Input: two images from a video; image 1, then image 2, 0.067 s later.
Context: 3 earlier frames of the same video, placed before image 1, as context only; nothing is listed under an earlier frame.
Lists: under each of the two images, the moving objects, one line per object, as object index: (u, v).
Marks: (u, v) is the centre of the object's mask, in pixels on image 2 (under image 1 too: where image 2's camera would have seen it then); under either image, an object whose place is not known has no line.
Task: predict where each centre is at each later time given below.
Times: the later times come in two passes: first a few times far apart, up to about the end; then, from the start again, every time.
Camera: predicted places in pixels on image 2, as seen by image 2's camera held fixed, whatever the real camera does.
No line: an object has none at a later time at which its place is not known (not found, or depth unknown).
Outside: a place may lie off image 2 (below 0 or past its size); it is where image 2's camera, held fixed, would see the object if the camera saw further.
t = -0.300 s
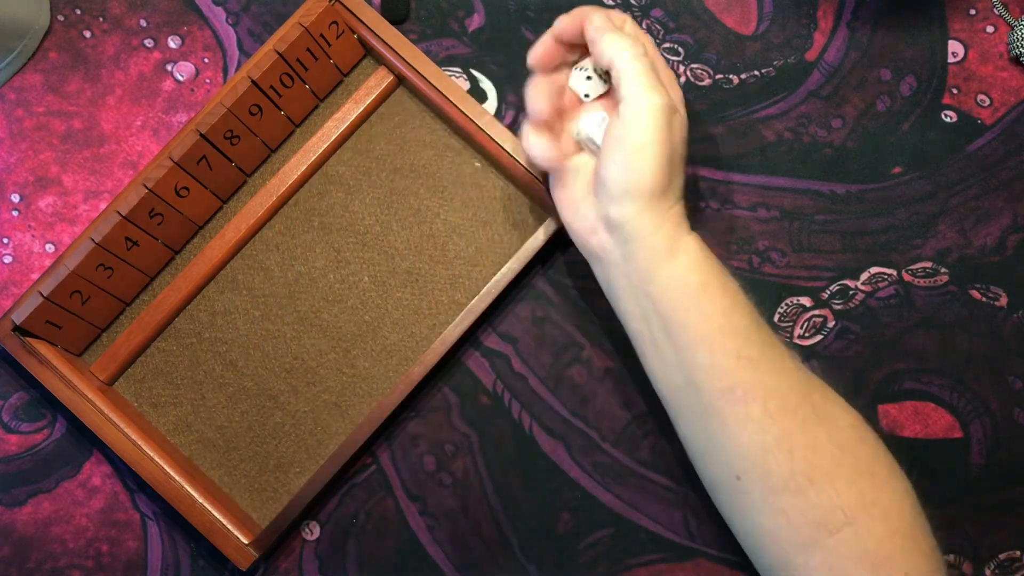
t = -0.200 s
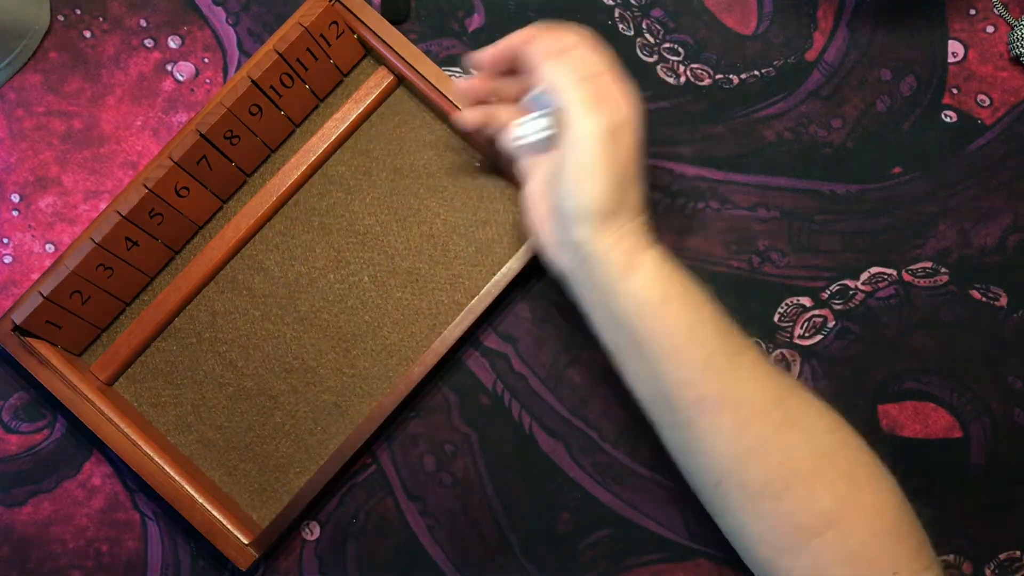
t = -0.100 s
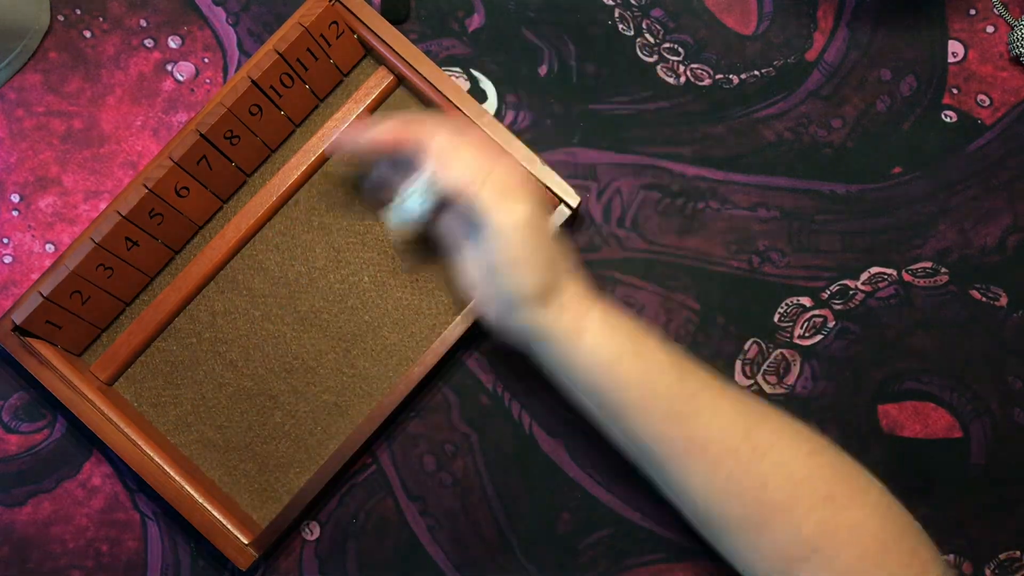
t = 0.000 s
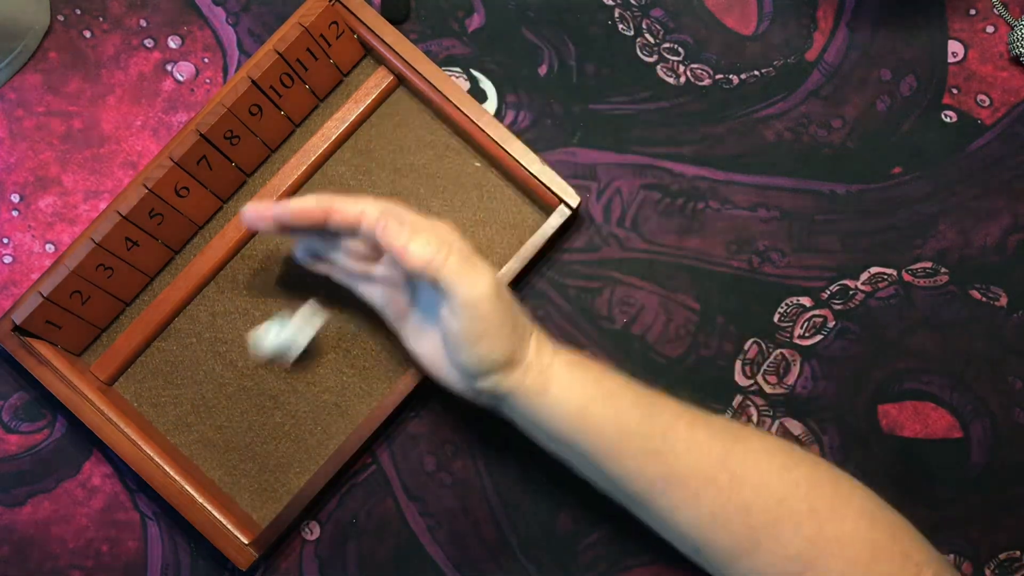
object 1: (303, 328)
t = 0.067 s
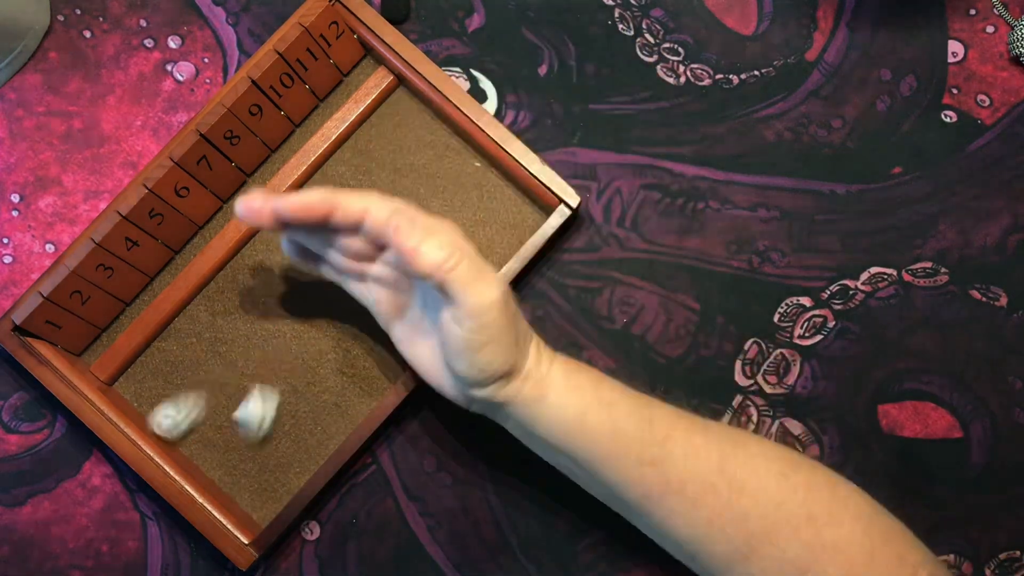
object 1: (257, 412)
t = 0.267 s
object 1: (265, 476)
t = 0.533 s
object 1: (258, 444)
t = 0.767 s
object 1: (258, 444)
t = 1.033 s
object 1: (258, 443)
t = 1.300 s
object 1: (258, 444)
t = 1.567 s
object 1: (258, 444)
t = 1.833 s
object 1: (258, 443)
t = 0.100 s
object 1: (242, 448)
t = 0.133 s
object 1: (238, 480)
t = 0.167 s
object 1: (252, 489)
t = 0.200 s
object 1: (267, 496)
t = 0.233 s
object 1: (268, 488)
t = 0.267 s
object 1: (265, 476)
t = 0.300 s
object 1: (266, 463)
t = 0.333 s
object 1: (267, 458)
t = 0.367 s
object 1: (266, 451)
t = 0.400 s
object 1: (263, 445)
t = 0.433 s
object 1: (260, 444)
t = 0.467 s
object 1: (258, 443)
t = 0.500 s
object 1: (258, 444)
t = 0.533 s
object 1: (258, 444)
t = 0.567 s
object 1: (258, 444)
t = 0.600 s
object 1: (258, 444)
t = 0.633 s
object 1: (258, 444)
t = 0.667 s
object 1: (258, 444)
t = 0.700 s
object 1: (258, 444)
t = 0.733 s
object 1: (258, 444)
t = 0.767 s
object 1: (258, 444)
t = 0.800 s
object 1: (258, 444)
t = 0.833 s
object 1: (258, 444)
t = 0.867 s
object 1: (258, 443)
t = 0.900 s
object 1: (258, 443)
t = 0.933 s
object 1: (258, 444)
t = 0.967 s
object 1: (258, 444)
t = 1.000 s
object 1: (258, 444)
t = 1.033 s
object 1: (258, 443)
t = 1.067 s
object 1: (258, 444)
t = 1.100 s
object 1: (258, 444)
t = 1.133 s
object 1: (258, 444)
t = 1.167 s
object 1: (258, 444)
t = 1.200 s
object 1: (258, 444)
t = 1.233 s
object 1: (258, 444)
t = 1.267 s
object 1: (258, 444)
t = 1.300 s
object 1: (258, 444)
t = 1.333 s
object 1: (258, 444)
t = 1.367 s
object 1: (258, 444)
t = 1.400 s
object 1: (258, 443)
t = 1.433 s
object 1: (258, 444)
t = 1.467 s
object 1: (258, 443)
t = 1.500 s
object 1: (258, 444)
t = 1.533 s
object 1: (258, 443)
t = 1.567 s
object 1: (258, 444)
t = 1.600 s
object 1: (258, 444)
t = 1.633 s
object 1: (258, 443)
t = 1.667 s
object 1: (258, 444)
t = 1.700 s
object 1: (258, 444)
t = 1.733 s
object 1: (258, 444)
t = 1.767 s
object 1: (258, 444)
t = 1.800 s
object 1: (258, 444)
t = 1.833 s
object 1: (258, 443)
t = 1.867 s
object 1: (258, 443)
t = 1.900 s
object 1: (258, 443)
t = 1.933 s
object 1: (258, 444)
